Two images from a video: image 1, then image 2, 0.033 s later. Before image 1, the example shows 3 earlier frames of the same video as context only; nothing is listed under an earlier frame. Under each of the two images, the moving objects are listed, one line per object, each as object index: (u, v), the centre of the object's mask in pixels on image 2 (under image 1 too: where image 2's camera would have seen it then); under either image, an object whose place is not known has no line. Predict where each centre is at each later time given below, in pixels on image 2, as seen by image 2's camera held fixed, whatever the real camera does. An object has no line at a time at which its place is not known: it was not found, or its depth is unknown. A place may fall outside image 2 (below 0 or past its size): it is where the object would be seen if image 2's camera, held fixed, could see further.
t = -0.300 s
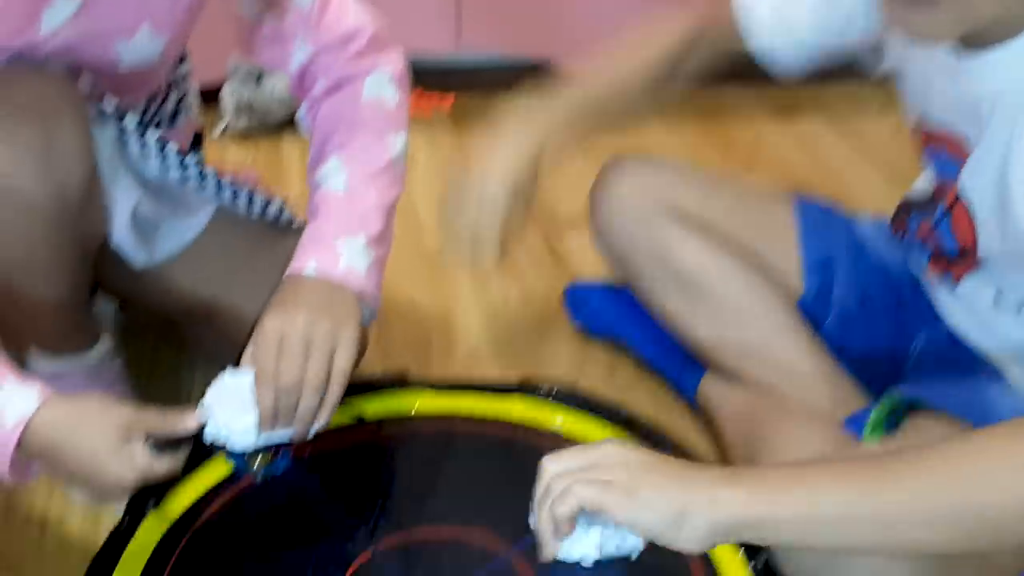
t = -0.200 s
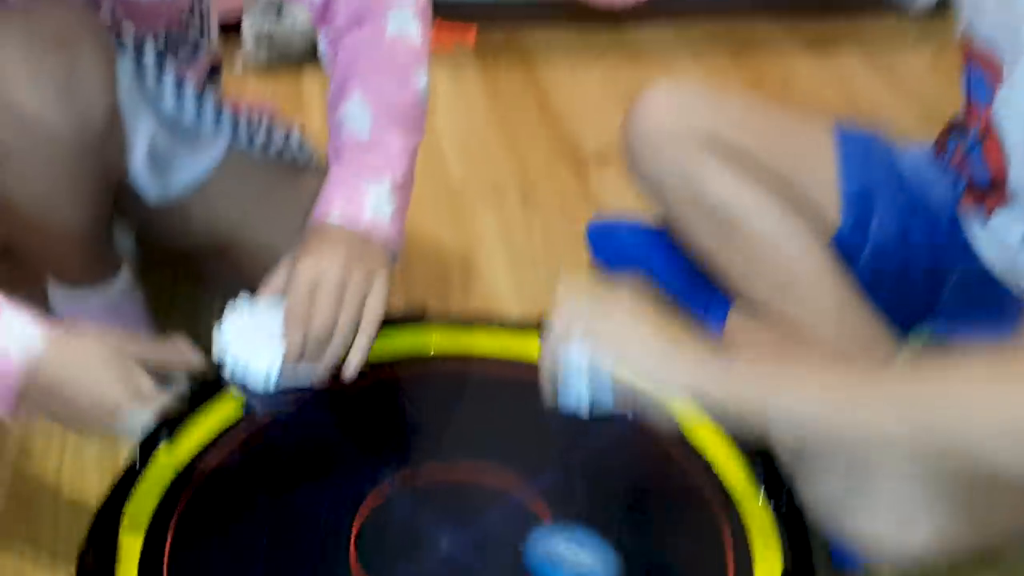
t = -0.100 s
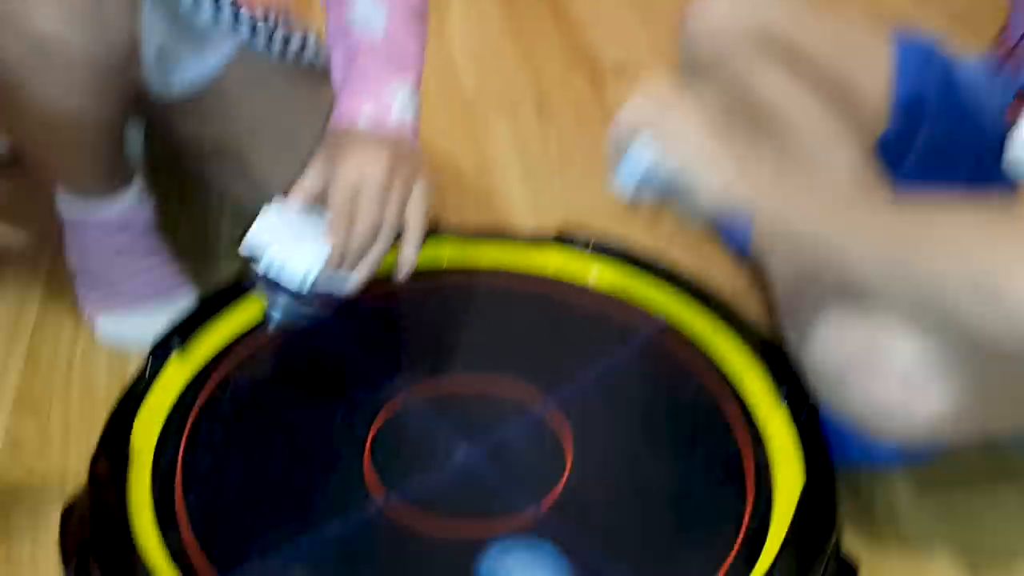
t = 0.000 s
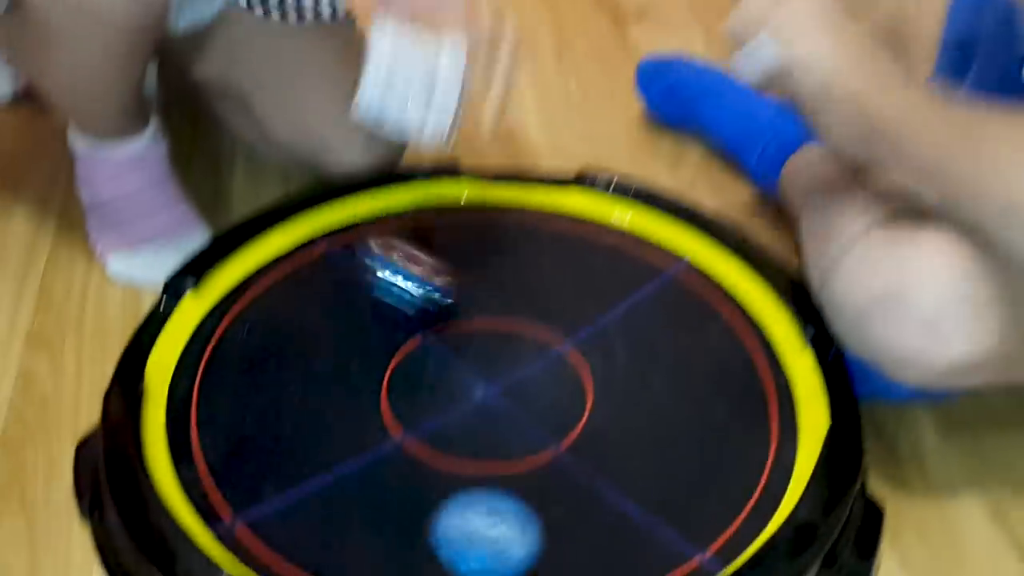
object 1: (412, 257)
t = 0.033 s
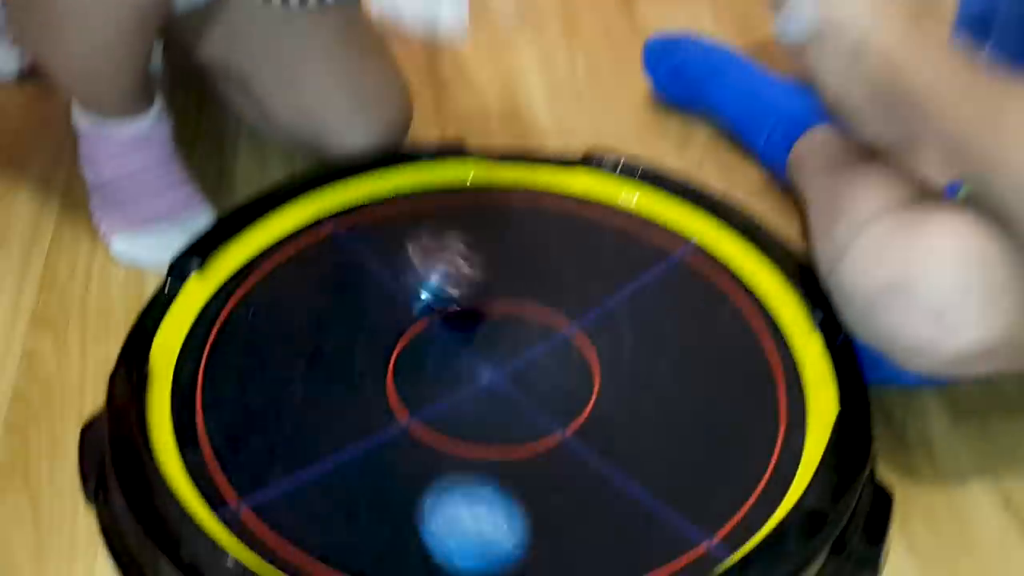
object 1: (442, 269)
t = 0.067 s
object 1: (459, 252)
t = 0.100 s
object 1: (475, 247)
